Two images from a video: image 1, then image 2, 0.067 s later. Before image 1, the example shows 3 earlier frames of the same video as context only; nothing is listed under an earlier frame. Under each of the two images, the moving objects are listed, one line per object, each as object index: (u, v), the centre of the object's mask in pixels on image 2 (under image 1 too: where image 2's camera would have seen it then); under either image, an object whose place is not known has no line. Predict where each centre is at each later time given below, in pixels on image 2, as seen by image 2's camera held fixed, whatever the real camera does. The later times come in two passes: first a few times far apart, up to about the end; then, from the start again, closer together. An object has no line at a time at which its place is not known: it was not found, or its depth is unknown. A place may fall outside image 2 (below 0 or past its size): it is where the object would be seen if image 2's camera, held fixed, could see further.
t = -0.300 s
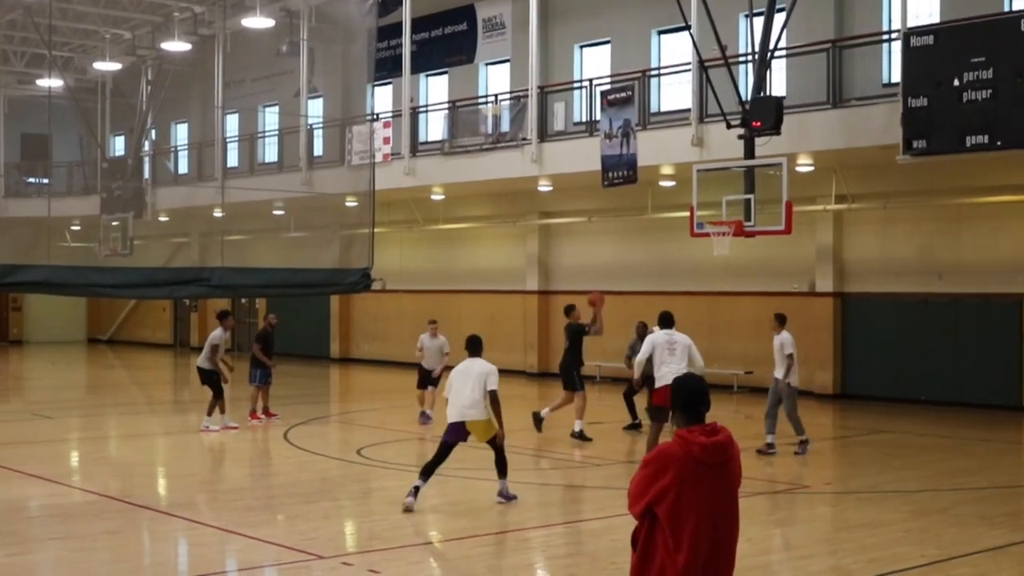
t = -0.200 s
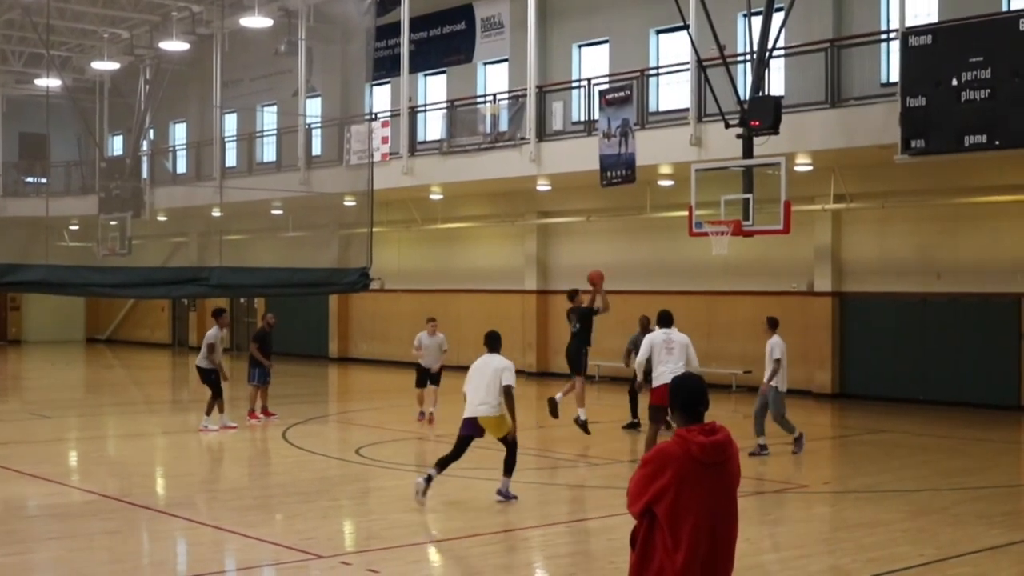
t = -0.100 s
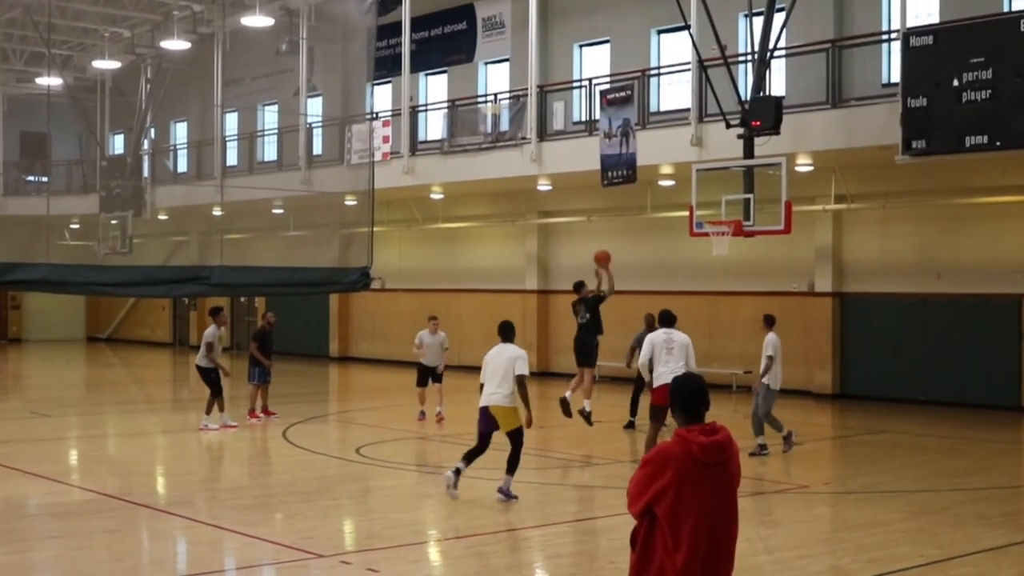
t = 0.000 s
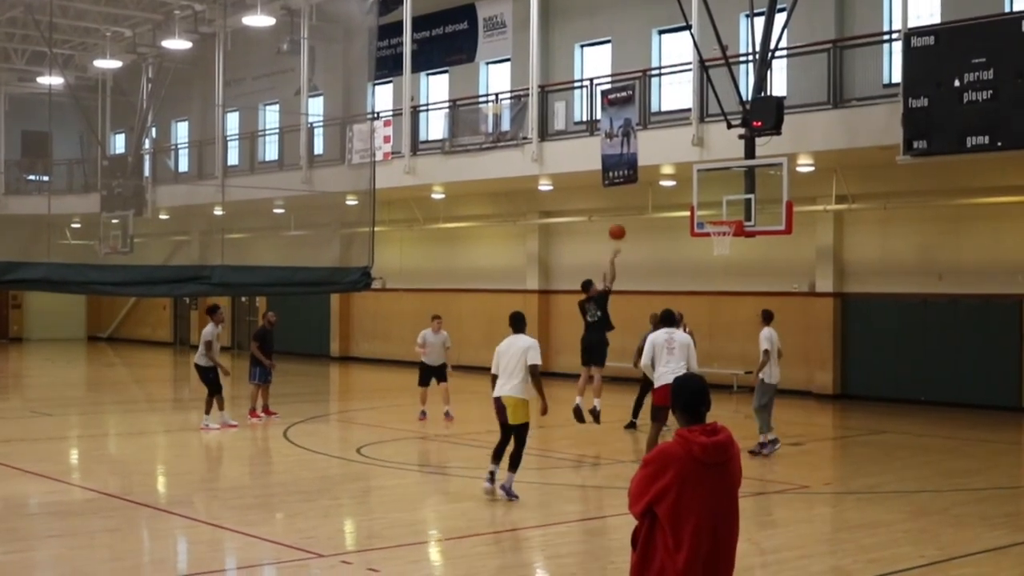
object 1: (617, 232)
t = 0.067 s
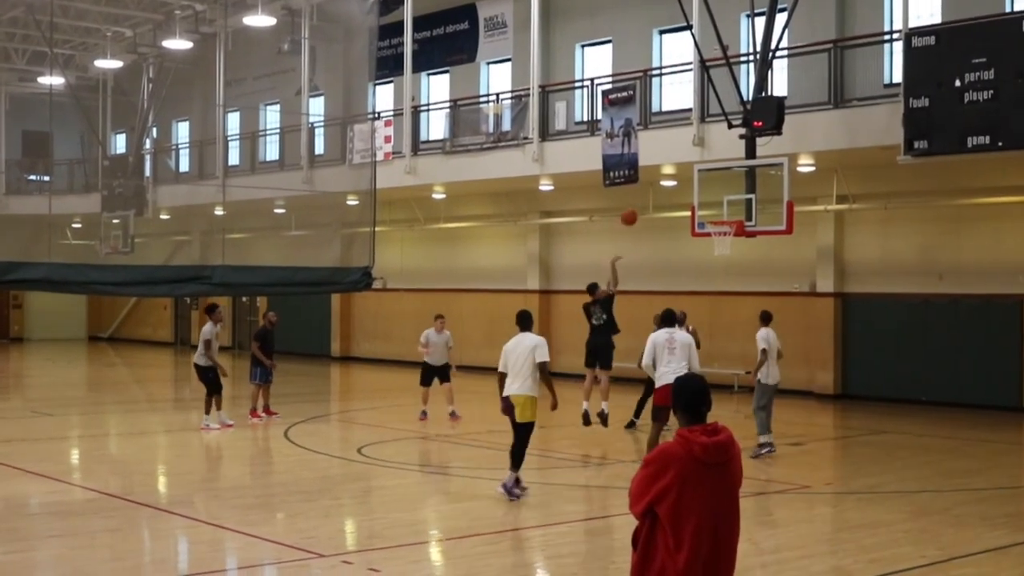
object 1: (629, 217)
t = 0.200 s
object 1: (650, 197)
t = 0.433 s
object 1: (686, 193)
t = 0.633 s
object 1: (715, 218)
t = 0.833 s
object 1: (735, 246)
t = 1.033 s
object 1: (747, 283)
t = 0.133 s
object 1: (639, 205)
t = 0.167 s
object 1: (645, 201)
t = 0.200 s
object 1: (650, 197)
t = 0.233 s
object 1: (655, 195)
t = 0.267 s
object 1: (660, 192)
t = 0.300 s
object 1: (666, 192)
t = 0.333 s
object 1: (671, 190)
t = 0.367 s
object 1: (676, 190)
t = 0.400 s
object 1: (680, 191)
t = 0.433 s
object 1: (686, 193)
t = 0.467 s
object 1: (691, 195)
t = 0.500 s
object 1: (696, 198)
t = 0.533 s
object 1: (701, 202)
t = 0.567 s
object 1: (705, 206)
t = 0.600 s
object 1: (710, 211)
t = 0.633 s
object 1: (715, 218)
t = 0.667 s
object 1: (719, 224)
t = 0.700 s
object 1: (722, 230)
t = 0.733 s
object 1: (728, 236)
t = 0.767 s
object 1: (730, 238)
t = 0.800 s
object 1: (732, 241)
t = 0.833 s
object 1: (735, 246)
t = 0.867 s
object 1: (737, 250)
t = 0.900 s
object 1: (739, 255)
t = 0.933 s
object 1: (740, 261)
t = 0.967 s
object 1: (743, 268)
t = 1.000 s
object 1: (745, 275)
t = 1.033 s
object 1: (747, 283)
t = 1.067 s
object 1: (749, 292)
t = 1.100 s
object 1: (751, 301)
